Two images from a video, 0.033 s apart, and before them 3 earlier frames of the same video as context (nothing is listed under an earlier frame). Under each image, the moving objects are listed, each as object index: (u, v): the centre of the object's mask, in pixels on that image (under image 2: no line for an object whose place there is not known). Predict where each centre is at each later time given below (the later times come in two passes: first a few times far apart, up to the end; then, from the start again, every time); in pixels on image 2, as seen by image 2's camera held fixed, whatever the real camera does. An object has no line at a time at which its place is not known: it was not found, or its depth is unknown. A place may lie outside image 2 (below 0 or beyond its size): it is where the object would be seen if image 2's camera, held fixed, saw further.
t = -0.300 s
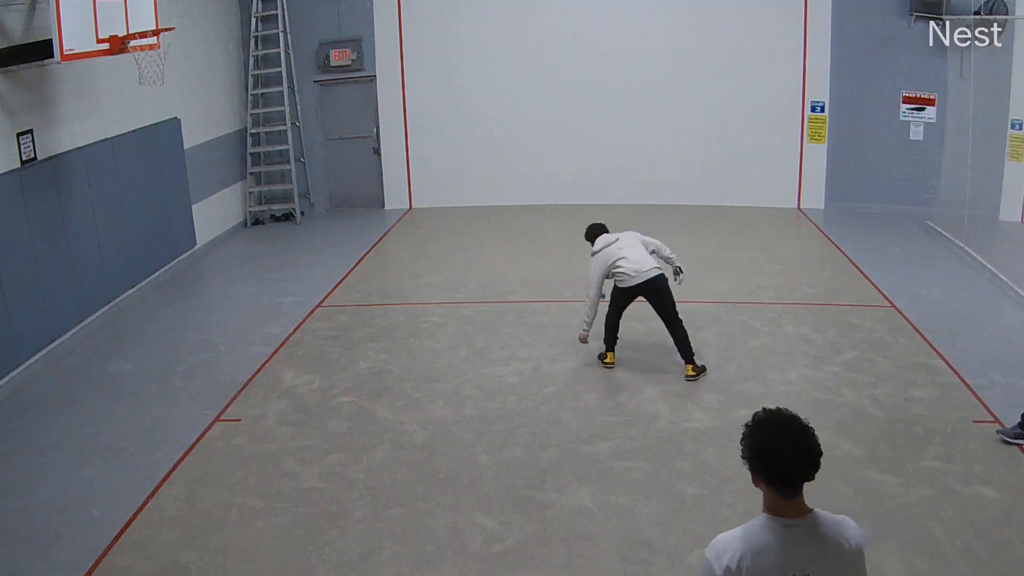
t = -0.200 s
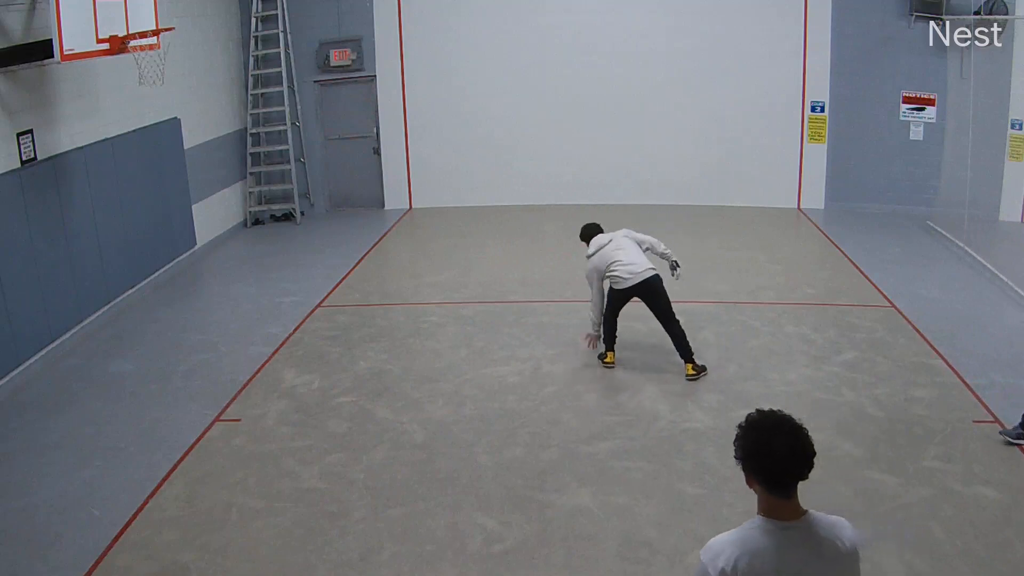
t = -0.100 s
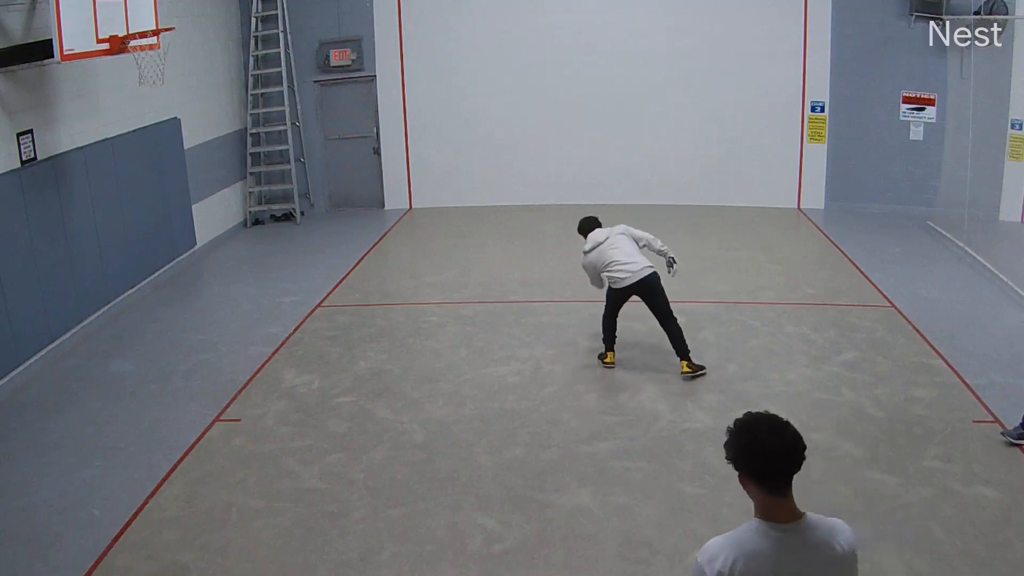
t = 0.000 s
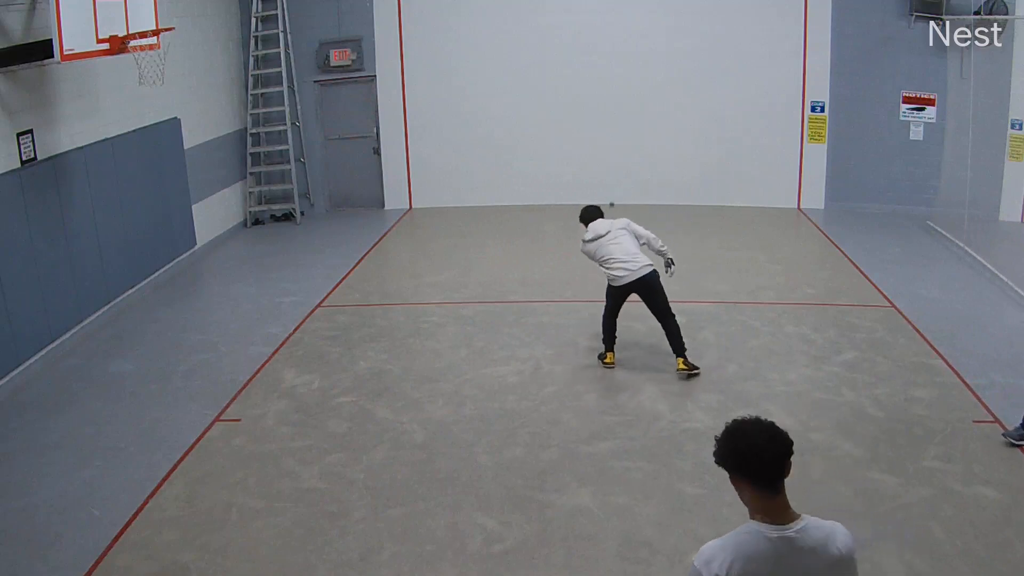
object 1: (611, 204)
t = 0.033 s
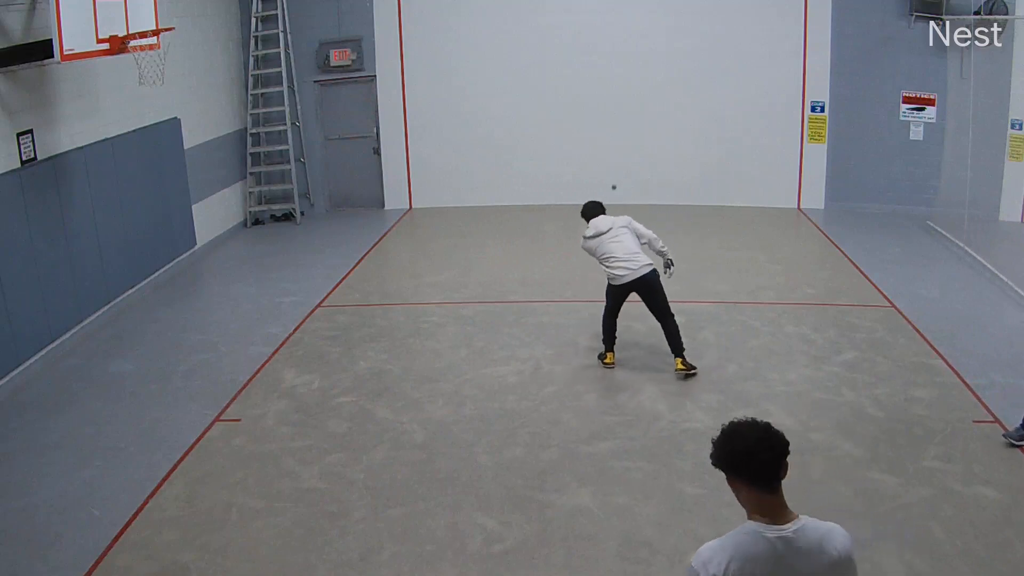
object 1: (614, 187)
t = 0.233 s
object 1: (624, 125)
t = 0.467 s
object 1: (633, 110)
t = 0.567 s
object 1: (637, 120)
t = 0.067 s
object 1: (616, 172)
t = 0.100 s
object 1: (617, 160)
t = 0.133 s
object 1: (619, 149)
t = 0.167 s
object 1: (621, 139)
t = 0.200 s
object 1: (623, 131)
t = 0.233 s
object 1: (624, 125)
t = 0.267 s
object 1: (625, 119)
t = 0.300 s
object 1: (627, 115)
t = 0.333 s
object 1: (628, 112)
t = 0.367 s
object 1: (629, 110)
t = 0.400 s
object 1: (631, 109)
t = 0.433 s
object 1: (632, 109)
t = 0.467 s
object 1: (633, 110)
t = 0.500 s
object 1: (634, 112)
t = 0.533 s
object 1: (635, 116)
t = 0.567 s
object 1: (637, 120)
